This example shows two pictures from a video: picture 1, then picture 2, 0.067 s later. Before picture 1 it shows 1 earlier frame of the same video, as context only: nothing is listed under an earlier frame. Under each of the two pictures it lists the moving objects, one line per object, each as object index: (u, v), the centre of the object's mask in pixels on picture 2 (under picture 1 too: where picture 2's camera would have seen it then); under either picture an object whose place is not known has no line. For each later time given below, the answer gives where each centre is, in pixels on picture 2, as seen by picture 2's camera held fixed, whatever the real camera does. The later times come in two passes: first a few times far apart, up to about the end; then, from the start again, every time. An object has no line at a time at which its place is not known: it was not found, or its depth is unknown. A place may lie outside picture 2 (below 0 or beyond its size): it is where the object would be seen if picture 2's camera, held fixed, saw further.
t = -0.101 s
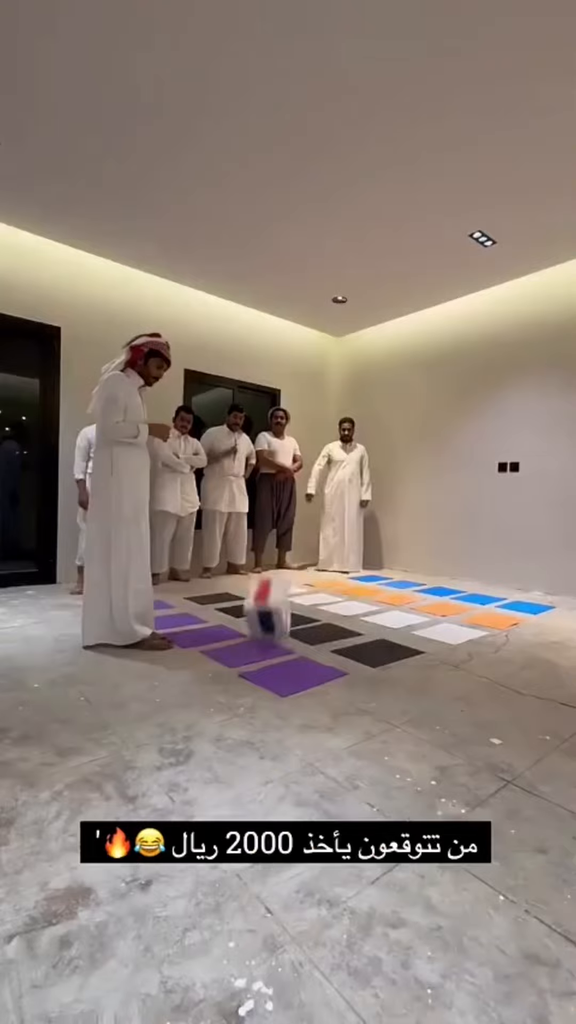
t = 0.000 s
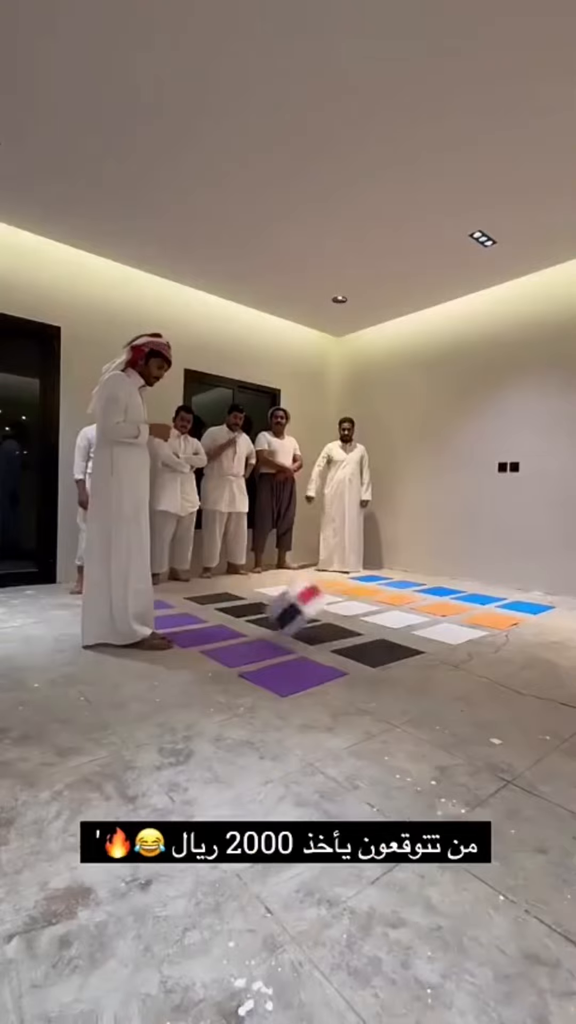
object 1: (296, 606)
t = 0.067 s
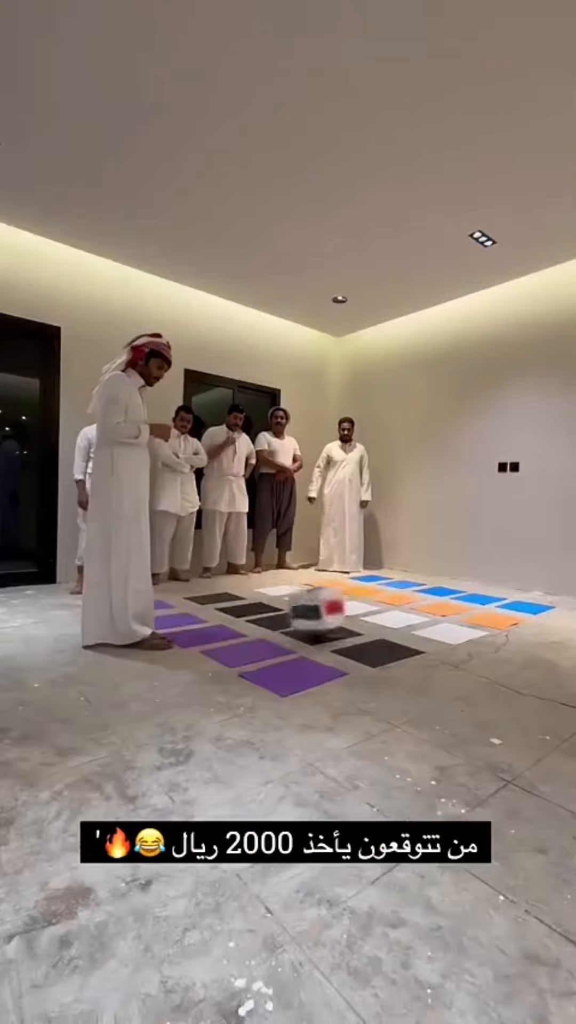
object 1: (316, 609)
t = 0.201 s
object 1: (339, 607)
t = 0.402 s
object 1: (355, 607)
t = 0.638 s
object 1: (371, 614)
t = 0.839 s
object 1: (384, 614)
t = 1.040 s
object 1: (386, 613)
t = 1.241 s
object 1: (384, 618)
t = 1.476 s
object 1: (384, 618)
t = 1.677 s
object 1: (384, 618)
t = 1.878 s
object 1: (384, 618)
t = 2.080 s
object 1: (384, 618)
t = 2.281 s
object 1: (384, 618)
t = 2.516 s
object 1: (384, 618)
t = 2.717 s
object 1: (384, 618)
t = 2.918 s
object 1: (384, 618)
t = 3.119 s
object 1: (384, 618)
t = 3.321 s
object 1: (384, 618)
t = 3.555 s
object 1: (384, 618)
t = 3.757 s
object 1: (384, 618)
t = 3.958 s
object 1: (384, 618)
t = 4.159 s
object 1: (384, 618)
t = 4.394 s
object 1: (384, 618)
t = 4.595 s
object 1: (384, 618)
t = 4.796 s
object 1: (384, 618)
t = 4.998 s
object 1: (384, 618)
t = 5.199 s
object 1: (384, 618)
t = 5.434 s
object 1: (384, 618)
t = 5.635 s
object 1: (384, 618)
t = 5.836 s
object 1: (384, 618)
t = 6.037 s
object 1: (384, 618)
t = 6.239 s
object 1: (384, 618)
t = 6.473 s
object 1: (384, 618)
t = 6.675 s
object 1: (384, 618)
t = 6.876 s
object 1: (384, 618)
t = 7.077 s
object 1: (384, 618)
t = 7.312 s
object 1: (384, 618)
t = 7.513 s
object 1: (384, 618)
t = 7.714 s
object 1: (384, 618)
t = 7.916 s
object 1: (384, 618)
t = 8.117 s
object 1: (384, 618)
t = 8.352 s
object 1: (384, 618)
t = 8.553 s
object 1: (384, 618)
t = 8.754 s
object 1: (384, 618)
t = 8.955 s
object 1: (384, 618)
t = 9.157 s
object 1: (384, 618)
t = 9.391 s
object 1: (384, 618)
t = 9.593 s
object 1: (384, 618)
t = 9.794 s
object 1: (384, 618)
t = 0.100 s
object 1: (326, 613)
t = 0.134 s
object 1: (333, 612)
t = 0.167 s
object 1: (336, 608)
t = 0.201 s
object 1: (339, 607)
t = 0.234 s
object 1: (342, 607)
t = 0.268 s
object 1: (346, 608)
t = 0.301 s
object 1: (349, 607)
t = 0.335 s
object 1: (351, 606)
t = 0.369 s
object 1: (353, 607)
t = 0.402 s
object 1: (355, 607)
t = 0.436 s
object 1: (357, 607)
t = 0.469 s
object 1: (359, 608)
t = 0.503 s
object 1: (361, 608)
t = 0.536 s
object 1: (364, 610)
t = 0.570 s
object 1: (366, 611)
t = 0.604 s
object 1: (368, 612)
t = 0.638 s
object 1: (371, 614)
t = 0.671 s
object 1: (375, 616)
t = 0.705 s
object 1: (377, 616)
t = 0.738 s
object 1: (380, 617)
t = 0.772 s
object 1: (383, 617)
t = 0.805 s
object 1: (384, 616)
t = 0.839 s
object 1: (384, 614)
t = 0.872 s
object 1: (386, 613)
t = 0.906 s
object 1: (386, 613)
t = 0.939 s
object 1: (386, 612)
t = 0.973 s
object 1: (386, 612)
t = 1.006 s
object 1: (386, 612)
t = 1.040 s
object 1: (386, 613)
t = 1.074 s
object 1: (385, 615)
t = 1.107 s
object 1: (385, 616)
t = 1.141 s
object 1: (384, 617)
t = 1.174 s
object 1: (384, 618)
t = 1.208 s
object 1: (384, 618)
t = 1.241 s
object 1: (384, 618)
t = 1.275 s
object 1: (384, 618)
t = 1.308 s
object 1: (384, 618)
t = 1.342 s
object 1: (384, 618)
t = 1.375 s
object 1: (384, 618)
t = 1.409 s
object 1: (384, 618)
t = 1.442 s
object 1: (384, 618)
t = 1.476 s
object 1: (384, 618)
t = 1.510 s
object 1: (384, 618)
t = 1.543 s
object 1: (384, 618)
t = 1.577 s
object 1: (384, 618)
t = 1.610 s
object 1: (384, 618)
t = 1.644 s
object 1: (384, 618)
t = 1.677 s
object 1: (384, 618)
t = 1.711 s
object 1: (384, 618)
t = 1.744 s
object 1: (384, 618)
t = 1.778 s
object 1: (384, 618)
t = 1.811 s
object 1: (384, 618)
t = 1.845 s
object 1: (384, 618)
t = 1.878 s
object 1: (384, 618)
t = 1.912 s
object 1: (384, 618)
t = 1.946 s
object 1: (384, 618)
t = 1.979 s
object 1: (384, 618)
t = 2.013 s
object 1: (384, 618)
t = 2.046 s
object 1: (384, 618)
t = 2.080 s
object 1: (384, 618)
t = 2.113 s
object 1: (384, 618)
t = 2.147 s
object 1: (384, 618)
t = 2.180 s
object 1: (384, 618)
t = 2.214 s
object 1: (384, 618)
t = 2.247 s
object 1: (384, 618)
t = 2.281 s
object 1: (384, 618)
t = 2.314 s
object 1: (384, 618)
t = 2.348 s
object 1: (384, 618)
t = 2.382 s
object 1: (384, 618)
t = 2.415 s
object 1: (384, 618)
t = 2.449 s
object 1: (384, 618)
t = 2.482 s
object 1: (384, 618)
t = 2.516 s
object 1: (384, 618)
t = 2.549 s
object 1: (384, 618)
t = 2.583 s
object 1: (384, 618)
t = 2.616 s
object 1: (384, 618)
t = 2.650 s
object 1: (384, 618)
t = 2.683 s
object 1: (384, 618)
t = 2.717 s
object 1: (384, 618)
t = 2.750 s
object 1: (384, 618)
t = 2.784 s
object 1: (384, 618)
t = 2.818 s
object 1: (384, 618)
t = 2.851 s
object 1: (384, 618)
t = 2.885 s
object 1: (384, 618)
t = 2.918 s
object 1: (384, 618)
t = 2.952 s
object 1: (384, 618)
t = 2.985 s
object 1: (384, 618)
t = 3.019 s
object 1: (384, 618)
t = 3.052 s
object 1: (384, 618)
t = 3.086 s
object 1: (384, 618)
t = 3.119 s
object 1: (384, 618)
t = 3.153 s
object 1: (384, 618)
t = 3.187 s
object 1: (384, 618)
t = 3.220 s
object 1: (384, 618)
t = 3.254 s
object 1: (384, 618)
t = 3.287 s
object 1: (384, 618)
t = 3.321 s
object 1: (384, 618)
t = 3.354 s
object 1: (384, 618)
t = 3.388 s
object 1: (384, 618)
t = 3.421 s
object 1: (384, 618)
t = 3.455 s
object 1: (384, 618)
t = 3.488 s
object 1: (384, 618)
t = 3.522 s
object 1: (384, 618)
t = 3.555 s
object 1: (384, 618)
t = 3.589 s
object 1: (384, 618)
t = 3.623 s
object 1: (384, 618)
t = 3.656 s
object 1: (384, 618)
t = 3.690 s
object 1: (384, 618)
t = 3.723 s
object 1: (384, 618)
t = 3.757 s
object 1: (384, 618)
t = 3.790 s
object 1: (384, 618)
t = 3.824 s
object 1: (384, 618)
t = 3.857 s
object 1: (384, 618)
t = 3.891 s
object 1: (384, 618)
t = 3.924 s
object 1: (384, 618)
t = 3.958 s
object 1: (384, 618)
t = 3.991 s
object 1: (384, 618)
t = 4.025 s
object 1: (384, 618)
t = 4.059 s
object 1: (384, 618)
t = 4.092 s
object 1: (384, 618)
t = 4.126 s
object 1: (384, 618)
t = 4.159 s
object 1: (384, 618)
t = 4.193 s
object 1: (384, 618)
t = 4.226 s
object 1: (384, 618)
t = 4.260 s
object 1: (384, 618)
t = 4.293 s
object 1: (384, 618)
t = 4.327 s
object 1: (384, 618)
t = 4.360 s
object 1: (384, 618)
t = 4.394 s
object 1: (384, 618)
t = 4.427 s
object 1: (384, 618)
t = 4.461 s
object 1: (384, 618)
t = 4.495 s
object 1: (384, 618)
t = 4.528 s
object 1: (384, 618)
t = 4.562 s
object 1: (384, 618)
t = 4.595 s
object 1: (384, 618)
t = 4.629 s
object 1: (384, 618)
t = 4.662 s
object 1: (384, 618)
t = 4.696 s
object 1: (384, 618)
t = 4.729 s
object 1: (384, 618)
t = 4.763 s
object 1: (384, 618)
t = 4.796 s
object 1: (384, 618)
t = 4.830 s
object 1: (384, 618)
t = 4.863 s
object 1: (384, 618)
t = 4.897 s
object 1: (384, 618)
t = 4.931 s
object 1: (384, 618)
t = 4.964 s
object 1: (384, 618)
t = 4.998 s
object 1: (384, 618)
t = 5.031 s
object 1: (384, 618)
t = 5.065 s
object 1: (384, 618)
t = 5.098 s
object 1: (384, 618)
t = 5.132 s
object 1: (384, 618)
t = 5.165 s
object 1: (384, 618)
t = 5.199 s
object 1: (384, 618)
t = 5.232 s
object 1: (384, 618)
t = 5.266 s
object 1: (384, 618)
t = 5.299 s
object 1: (384, 618)
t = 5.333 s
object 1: (384, 618)
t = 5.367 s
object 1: (384, 618)
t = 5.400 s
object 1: (384, 618)
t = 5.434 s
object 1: (384, 618)
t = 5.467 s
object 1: (384, 618)
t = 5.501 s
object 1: (384, 618)
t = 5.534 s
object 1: (384, 618)
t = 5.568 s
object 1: (384, 618)
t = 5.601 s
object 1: (384, 618)
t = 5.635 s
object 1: (384, 618)
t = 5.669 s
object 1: (384, 618)
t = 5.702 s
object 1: (384, 618)
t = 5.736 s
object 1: (384, 618)
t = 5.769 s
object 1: (384, 618)
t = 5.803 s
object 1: (384, 618)
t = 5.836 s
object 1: (384, 618)
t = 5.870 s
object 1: (384, 618)
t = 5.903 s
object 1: (384, 618)
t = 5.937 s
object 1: (384, 618)
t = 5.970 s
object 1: (384, 618)
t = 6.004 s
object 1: (384, 618)
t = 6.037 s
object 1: (384, 618)
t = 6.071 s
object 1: (384, 618)
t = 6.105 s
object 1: (384, 618)
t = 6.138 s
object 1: (384, 618)
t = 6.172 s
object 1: (384, 618)
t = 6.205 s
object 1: (384, 618)
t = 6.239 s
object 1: (384, 618)
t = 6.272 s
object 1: (384, 618)
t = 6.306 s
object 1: (384, 618)
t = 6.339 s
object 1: (384, 618)
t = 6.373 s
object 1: (384, 618)
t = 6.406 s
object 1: (384, 618)
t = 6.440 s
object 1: (384, 618)
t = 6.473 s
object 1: (384, 618)
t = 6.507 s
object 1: (384, 618)
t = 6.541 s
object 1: (384, 618)
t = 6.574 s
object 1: (384, 618)
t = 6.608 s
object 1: (384, 618)
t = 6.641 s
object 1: (384, 618)
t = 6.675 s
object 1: (384, 618)
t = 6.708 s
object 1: (384, 618)
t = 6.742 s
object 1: (384, 618)
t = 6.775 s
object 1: (384, 618)
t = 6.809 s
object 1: (384, 618)
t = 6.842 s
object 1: (384, 618)
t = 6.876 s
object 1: (384, 618)
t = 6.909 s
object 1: (384, 618)
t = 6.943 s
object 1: (384, 618)
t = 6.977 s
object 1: (384, 618)
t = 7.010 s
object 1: (384, 618)
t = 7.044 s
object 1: (384, 618)
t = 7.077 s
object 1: (384, 618)
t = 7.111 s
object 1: (384, 618)
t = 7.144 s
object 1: (384, 618)
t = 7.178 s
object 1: (384, 618)
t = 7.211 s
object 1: (384, 618)
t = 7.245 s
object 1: (384, 618)
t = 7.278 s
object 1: (384, 618)
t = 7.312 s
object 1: (384, 618)
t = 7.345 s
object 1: (384, 618)
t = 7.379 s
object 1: (384, 618)
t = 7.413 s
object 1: (384, 618)
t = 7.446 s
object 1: (384, 618)
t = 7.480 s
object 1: (384, 618)
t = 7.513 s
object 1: (384, 618)
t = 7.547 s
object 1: (384, 618)
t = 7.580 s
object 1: (384, 618)
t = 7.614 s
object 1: (384, 618)
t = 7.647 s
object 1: (384, 618)
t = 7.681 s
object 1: (384, 618)
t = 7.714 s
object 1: (384, 618)
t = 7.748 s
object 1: (384, 618)
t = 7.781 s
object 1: (384, 618)
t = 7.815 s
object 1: (384, 618)
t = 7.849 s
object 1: (384, 618)
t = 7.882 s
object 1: (384, 618)
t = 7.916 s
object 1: (384, 618)
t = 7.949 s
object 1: (384, 618)
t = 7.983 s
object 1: (384, 618)
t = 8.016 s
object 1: (384, 618)
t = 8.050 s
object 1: (384, 618)
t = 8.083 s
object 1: (384, 618)
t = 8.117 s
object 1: (384, 618)
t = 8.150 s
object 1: (384, 618)
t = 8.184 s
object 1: (384, 618)
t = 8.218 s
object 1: (384, 618)
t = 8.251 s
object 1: (384, 618)
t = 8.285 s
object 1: (384, 618)
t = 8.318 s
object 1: (384, 618)
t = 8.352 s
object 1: (384, 618)
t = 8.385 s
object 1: (384, 618)
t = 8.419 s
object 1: (384, 618)
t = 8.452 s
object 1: (384, 618)
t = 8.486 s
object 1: (384, 618)
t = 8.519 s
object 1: (384, 618)
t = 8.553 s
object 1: (384, 618)
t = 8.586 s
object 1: (384, 618)
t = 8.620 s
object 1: (384, 618)
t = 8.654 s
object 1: (384, 618)
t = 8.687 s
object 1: (384, 618)
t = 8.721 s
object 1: (384, 618)
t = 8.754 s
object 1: (384, 618)
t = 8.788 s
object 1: (384, 618)
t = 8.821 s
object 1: (384, 618)
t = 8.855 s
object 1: (384, 618)
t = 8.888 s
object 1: (384, 618)
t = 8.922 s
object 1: (384, 618)
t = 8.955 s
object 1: (384, 618)
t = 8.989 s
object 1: (384, 618)
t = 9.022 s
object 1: (384, 618)
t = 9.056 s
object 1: (384, 618)
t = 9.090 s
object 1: (384, 618)
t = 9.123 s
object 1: (384, 618)
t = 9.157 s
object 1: (384, 618)
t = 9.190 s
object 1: (384, 618)
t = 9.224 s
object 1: (384, 618)
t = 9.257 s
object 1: (384, 618)
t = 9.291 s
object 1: (384, 618)
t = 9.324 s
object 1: (384, 618)
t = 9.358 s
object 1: (384, 618)
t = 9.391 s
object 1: (384, 618)
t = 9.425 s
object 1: (384, 618)
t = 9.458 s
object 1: (384, 618)
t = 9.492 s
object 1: (384, 618)
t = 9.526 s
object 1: (384, 618)
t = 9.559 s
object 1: (384, 618)
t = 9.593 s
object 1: (384, 618)
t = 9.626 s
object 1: (384, 618)
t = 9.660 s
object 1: (384, 618)
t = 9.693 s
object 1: (384, 618)
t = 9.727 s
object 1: (384, 618)
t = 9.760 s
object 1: (384, 618)
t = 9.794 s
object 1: (384, 618)
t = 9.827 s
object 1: (384, 618)
